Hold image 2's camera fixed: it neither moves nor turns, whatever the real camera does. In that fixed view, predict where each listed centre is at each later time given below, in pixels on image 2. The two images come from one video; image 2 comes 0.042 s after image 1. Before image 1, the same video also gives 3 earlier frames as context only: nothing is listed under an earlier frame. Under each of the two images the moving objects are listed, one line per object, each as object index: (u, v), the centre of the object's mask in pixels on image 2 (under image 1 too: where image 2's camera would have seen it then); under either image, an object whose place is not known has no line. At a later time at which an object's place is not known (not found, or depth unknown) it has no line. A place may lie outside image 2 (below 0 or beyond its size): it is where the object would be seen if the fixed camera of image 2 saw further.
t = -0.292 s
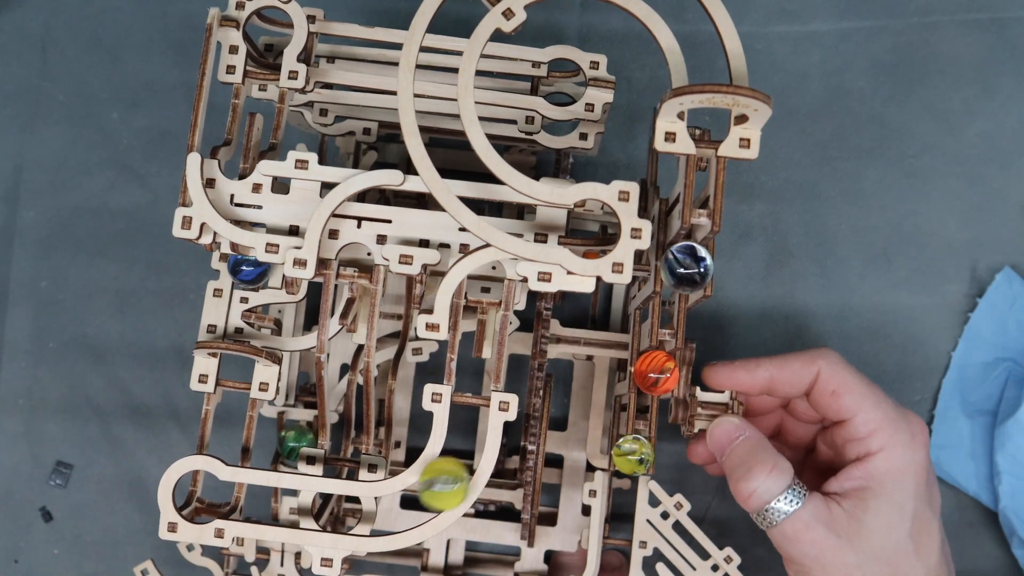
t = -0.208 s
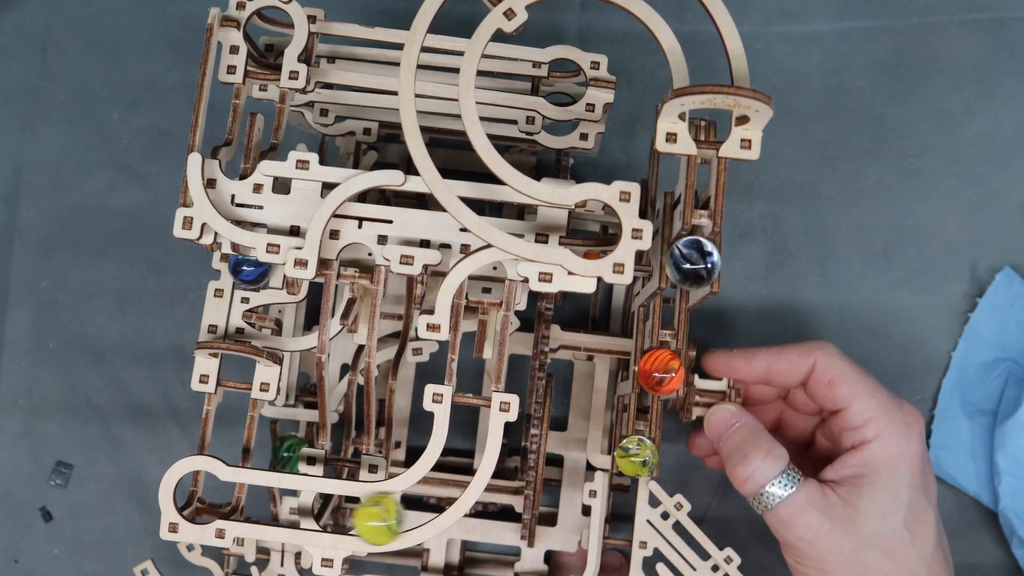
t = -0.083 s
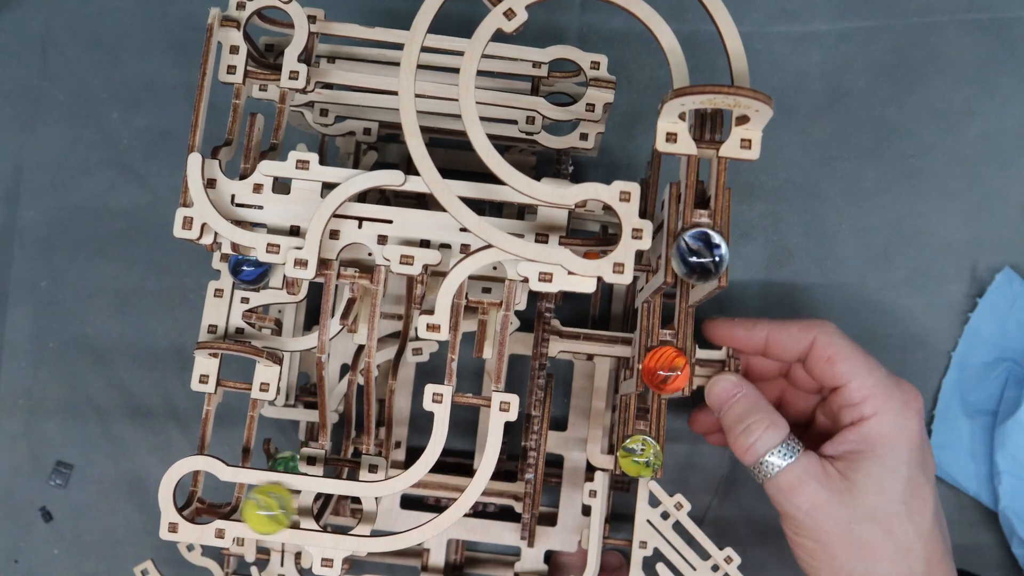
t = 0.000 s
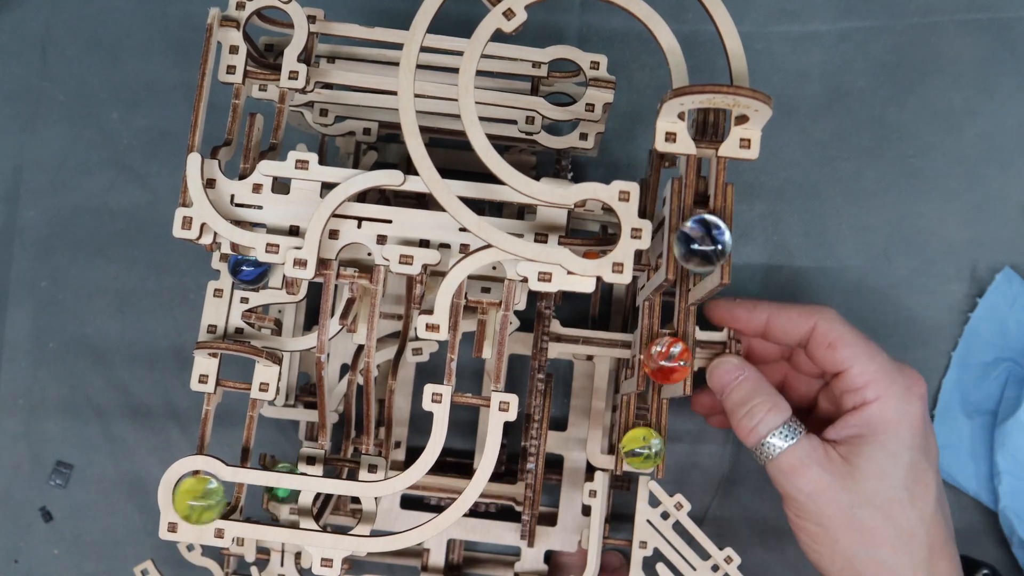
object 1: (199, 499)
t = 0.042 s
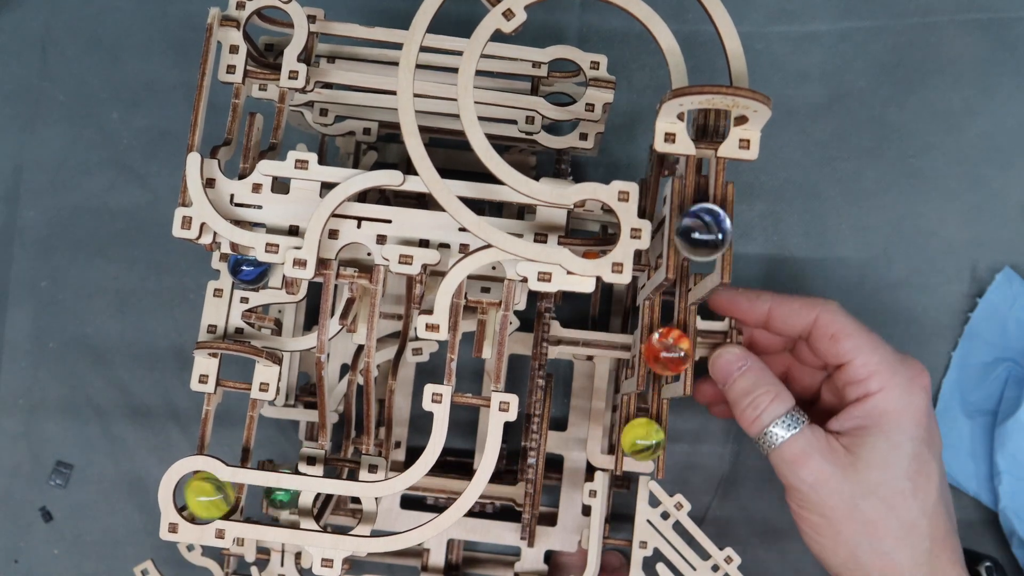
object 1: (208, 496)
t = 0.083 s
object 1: (211, 483)
